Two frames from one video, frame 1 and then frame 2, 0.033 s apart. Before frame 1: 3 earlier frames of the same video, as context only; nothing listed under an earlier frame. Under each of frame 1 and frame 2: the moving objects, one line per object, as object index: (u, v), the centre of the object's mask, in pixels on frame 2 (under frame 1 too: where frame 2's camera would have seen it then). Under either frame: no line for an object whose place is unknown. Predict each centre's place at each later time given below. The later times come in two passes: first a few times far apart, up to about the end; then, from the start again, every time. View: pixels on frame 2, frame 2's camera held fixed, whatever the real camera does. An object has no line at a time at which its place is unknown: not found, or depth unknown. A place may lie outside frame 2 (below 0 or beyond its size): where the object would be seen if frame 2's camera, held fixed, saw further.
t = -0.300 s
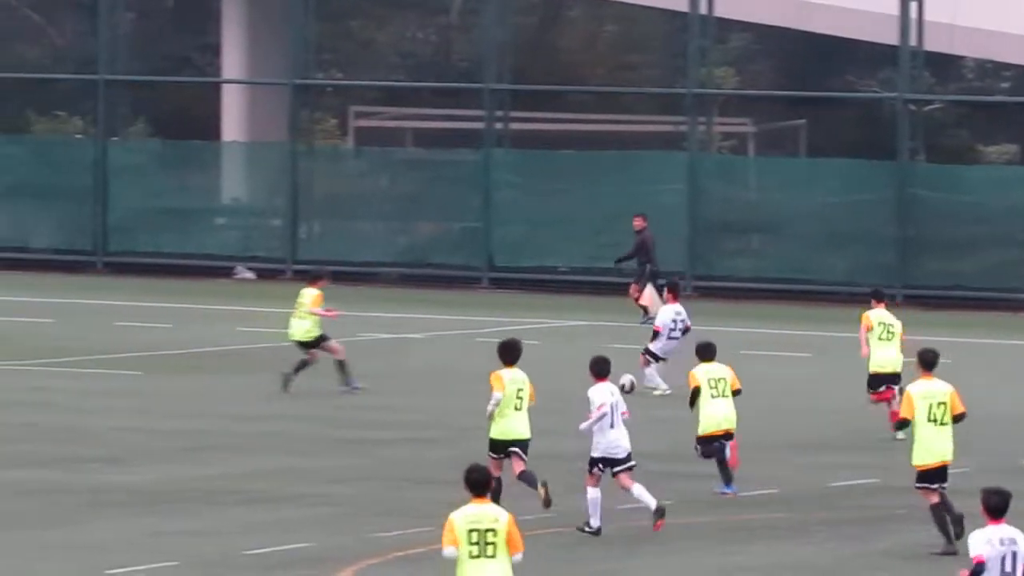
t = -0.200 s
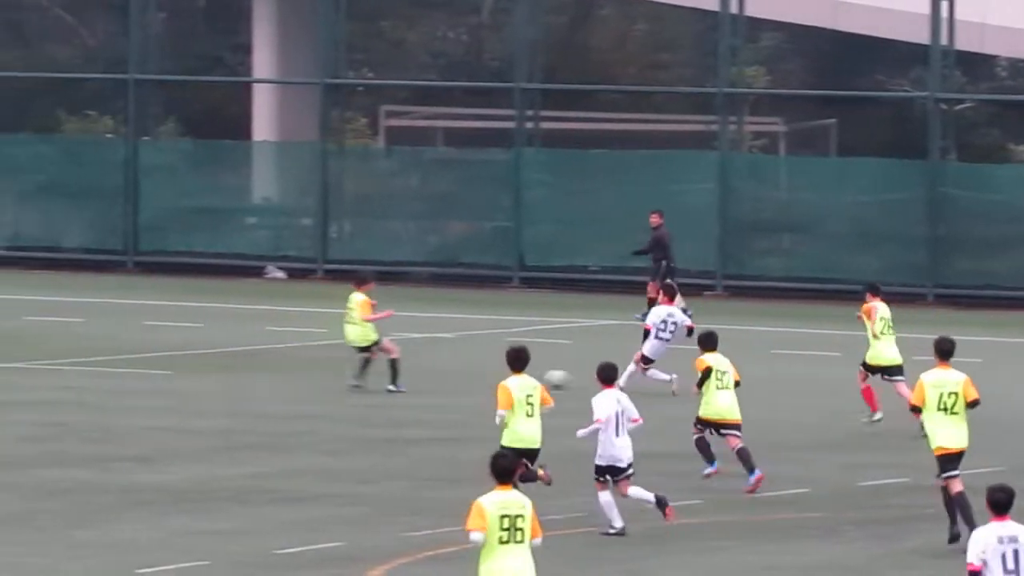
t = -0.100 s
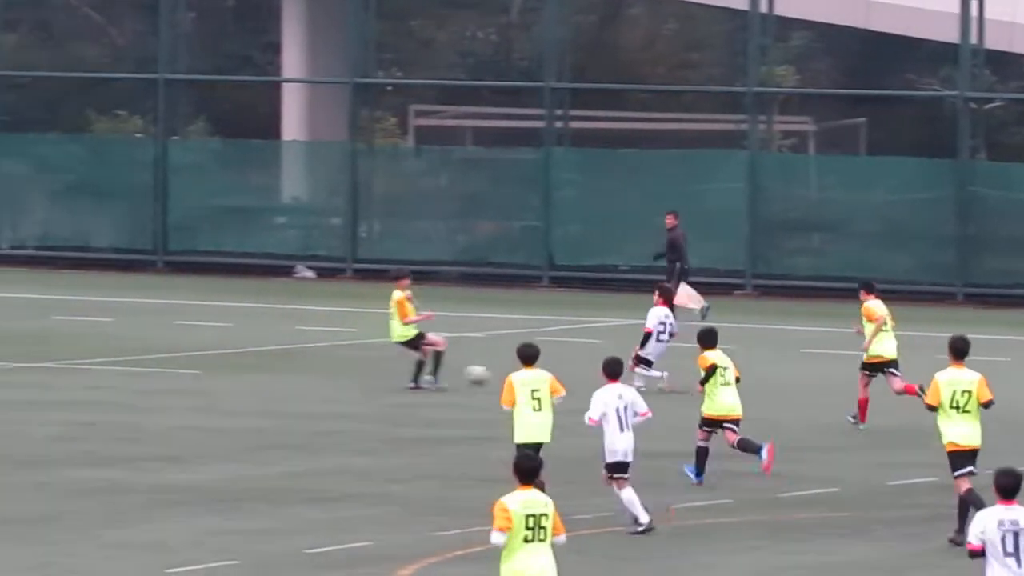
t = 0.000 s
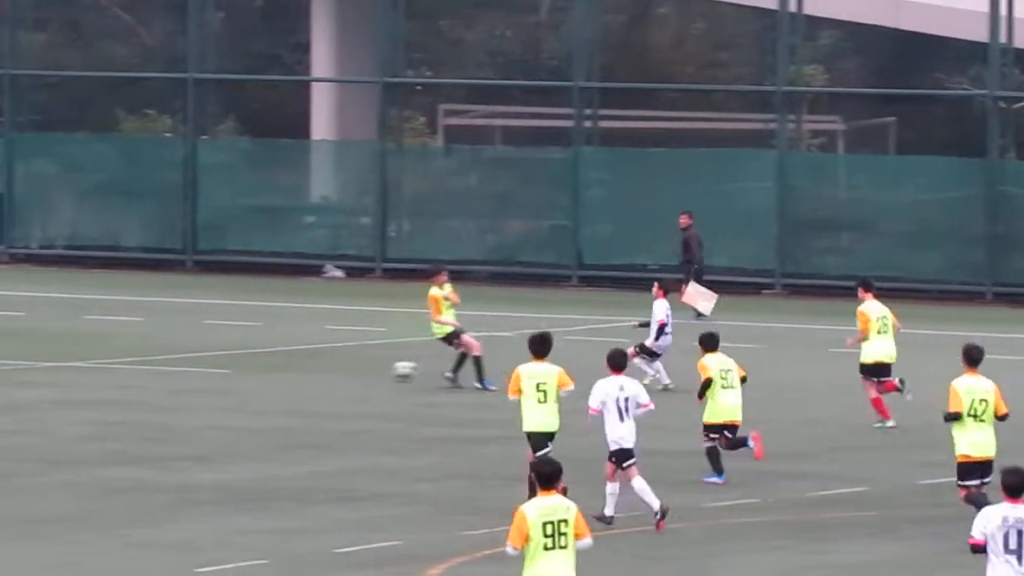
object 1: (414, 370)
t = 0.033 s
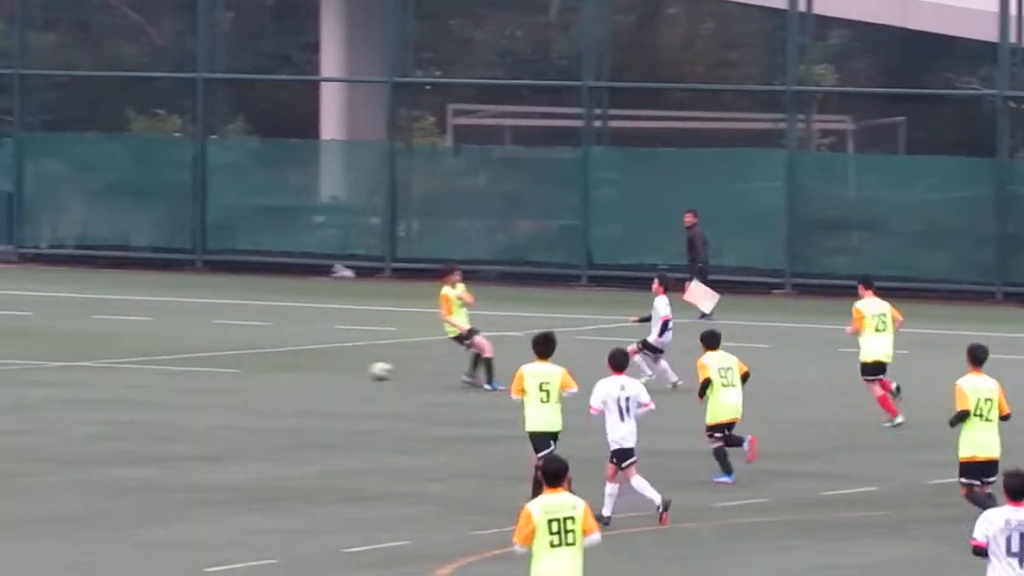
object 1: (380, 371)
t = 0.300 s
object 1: (145, 364)
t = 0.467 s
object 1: (11, 360)
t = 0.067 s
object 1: (348, 369)
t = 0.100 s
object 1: (318, 367)
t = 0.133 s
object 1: (288, 366)
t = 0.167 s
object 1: (258, 366)
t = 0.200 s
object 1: (229, 367)
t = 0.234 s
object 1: (200, 365)
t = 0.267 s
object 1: (172, 364)
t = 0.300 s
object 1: (145, 364)
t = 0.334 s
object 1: (116, 364)
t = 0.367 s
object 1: (90, 362)
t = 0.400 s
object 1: (65, 361)
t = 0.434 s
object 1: (38, 361)
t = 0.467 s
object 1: (11, 360)
